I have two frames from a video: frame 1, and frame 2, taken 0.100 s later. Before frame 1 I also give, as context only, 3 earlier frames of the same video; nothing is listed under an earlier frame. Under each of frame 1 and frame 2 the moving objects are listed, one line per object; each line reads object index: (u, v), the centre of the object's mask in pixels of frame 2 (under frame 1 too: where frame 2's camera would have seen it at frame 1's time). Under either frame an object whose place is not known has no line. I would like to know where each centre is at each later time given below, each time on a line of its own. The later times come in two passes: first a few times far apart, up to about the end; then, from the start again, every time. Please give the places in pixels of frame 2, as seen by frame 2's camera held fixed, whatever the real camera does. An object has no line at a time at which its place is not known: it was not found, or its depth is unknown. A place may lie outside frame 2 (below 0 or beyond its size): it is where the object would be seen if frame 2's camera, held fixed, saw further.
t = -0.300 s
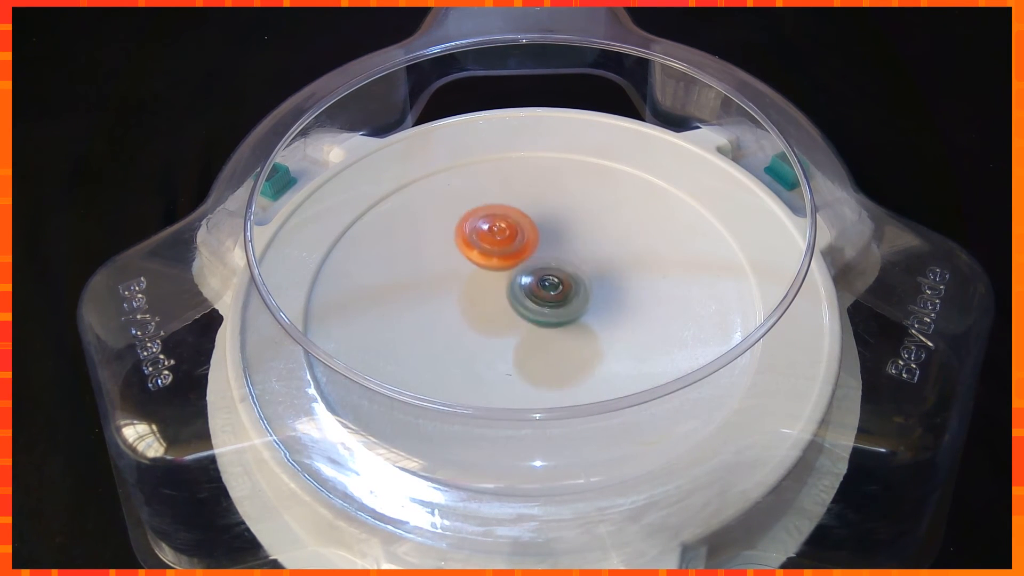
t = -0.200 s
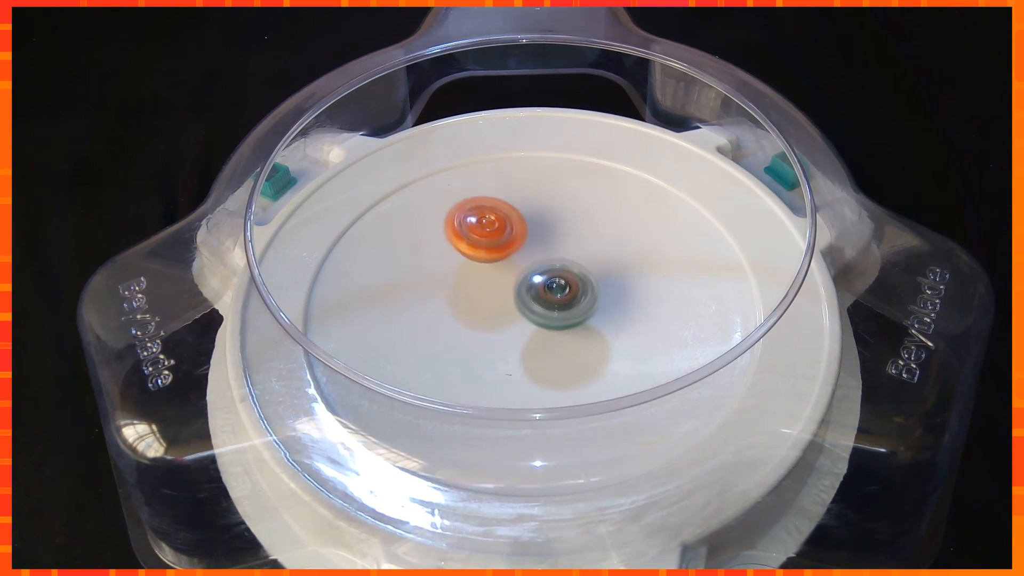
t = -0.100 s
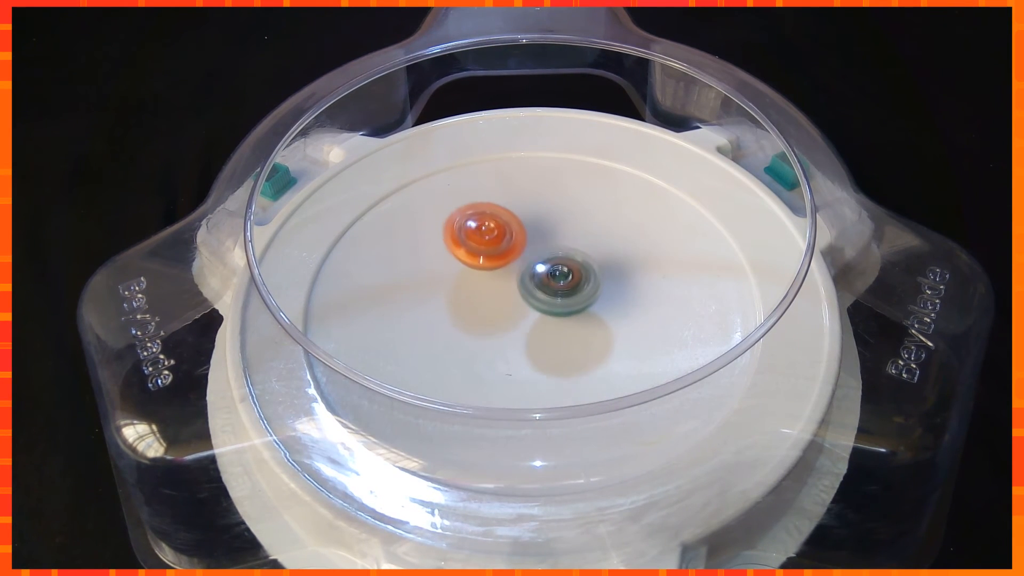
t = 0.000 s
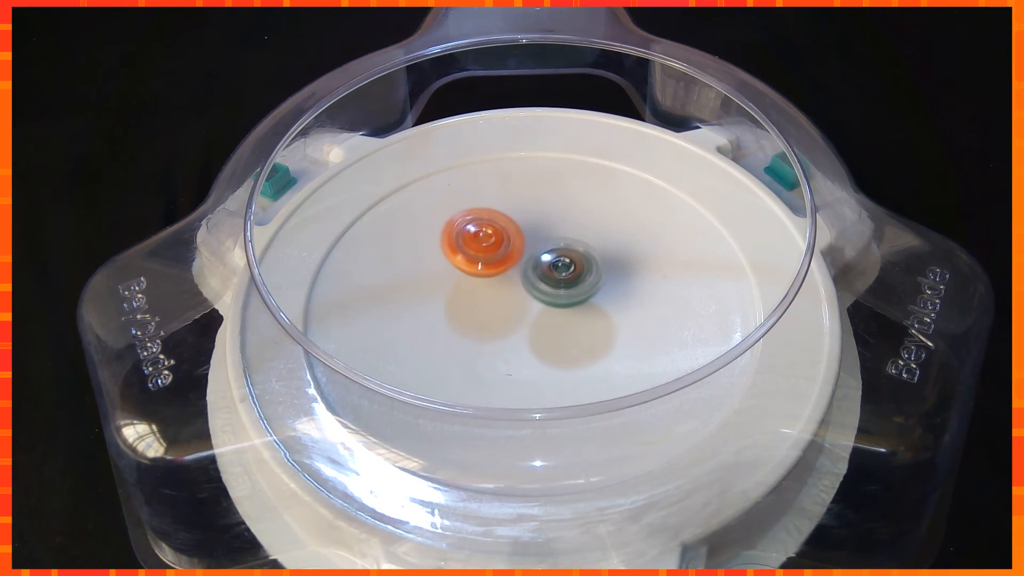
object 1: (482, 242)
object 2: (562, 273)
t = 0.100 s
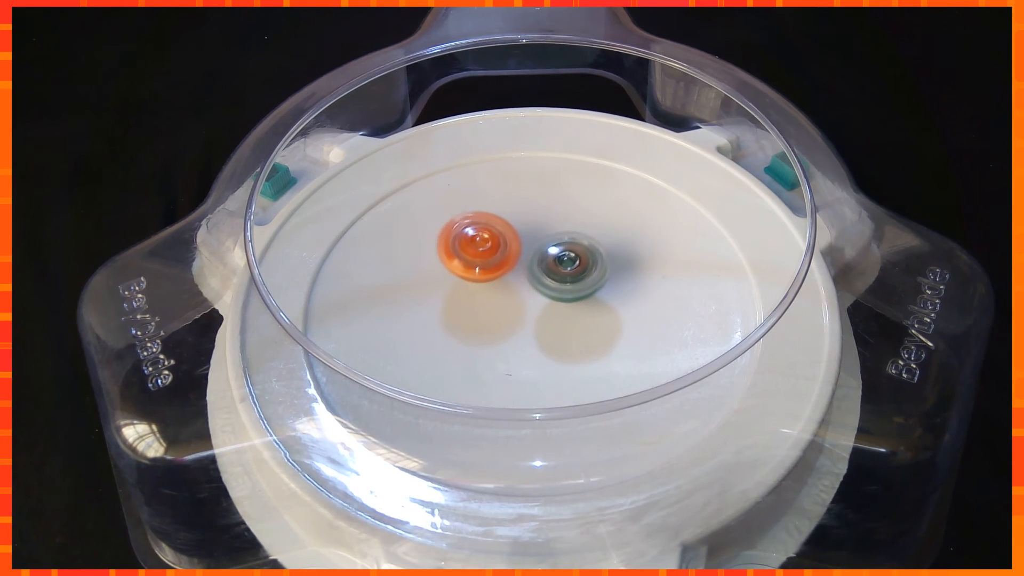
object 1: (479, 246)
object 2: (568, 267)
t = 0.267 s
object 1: (479, 259)
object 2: (569, 261)
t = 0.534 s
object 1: (463, 264)
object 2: (579, 265)
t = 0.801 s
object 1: (460, 267)
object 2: (590, 290)
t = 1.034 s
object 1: (464, 273)
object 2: (587, 307)
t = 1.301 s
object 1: (474, 283)
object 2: (556, 323)
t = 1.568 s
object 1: (469, 271)
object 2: (550, 345)
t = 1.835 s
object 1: (484, 277)
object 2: (523, 342)
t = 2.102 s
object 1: (492, 274)
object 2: (502, 345)
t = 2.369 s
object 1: (513, 264)
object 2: (477, 351)
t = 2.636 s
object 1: (522, 275)
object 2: (479, 347)
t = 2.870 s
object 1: (535, 275)
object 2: (478, 332)
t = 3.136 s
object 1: (567, 262)
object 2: (446, 332)
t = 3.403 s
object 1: (557, 263)
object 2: (452, 318)
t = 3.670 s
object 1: (555, 264)
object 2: (471, 294)
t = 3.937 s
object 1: (589, 258)
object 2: (433, 287)
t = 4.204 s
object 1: (575, 262)
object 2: (461, 288)
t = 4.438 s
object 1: (573, 266)
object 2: (487, 289)
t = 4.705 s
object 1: (571, 263)
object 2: (493, 301)
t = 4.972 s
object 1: (567, 258)
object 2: (495, 318)
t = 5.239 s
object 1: (556, 255)
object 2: (509, 323)
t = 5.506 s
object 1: (549, 246)
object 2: (516, 319)
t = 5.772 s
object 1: (545, 239)
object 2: (508, 322)
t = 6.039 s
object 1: (539, 242)
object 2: (500, 312)
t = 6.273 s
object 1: (537, 244)
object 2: (492, 305)
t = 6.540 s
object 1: (532, 246)
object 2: (480, 312)
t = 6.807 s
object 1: (530, 240)
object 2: (478, 319)
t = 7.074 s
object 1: (529, 236)
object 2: (483, 333)
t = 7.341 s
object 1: (521, 241)
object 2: (508, 325)
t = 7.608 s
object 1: (514, 242)
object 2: (530, 309)
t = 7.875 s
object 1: (504, 236)
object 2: (554, 316)
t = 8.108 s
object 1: (500, 237)
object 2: (562, 321)
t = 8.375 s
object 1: (496, 244)
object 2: (548, 313)
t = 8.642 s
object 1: (487, 241)
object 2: (527, 304)
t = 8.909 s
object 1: (476, 229)
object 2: (515, 308)
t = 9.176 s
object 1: (472, 239)
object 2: (507, 306)
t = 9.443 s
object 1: (482, 237)
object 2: (509, 343)
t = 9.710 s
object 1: (489, 225)
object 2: (526, 385)
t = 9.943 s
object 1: (482, 230)
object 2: (531, 381)
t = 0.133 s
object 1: (478, 249)
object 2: (569, 266)
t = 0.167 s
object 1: (477, 251)
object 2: (570, 264)
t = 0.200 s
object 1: (478, 254)
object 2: (571, 262)
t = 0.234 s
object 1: (478, 256)
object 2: (570, 261)
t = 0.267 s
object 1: (479, 259)
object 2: (569, 261)
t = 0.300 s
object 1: (479, 261)
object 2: (568, 260)
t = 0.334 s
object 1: (475, 262)
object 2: (572, 261)
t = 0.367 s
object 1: (466, 262)
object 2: (578, 262)
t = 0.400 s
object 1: (461, 262)
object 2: (580, 263)
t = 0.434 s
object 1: (459, 262)
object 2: (581, 263)
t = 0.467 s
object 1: (459, 263)
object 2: (580, 263)
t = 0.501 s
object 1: (460, 263)
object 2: (580, 264)
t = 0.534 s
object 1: (463, 264)
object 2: (579, 265)
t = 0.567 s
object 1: (466, 265)
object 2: (578, 266)
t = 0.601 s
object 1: (469, 267)
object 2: (577, 268)
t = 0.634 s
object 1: (473, 268)
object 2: (575, 269)
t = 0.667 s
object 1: (477, 270)
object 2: (573, 271)
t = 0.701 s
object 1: (480, 271)
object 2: (571, 274)
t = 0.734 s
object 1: (478, 271)
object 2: (575, 280)
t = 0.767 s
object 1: (467, 268)
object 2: (586, 285)
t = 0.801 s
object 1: (460, 267)
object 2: (590, 290)
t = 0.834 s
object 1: (457, 266)
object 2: (592, 293)
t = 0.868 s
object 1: (457, 266)
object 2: (593, 296)
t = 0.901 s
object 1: (459, 267)
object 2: (592, 299)
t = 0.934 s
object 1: (460, 268)
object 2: (592, 301)
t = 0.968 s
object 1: (461, 270)
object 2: (590, 303)
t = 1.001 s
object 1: (463, 271)
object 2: (589, 305)
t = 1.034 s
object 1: (464, 273)
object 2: (587, 307)
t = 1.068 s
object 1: (465, 274)
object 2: (585, 309)
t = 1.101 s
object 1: (467, 276)
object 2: (581, 311)
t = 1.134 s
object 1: (467, 277)
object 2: (577, 314)
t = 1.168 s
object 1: (469, 279)
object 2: (573, 316)
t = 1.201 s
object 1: (470, 280)
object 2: (569, 318)
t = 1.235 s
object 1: (471, 281)
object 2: (565, 320)
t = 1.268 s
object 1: (473, 282)
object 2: (560, 322)
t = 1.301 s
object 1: (474, 283)
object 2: (556, 323)
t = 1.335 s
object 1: (475, 284)
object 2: (552, 325)
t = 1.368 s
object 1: (469, 278)
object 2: (555, 332)
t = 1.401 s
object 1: (464, 273)
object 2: (558, 337)
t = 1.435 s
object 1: (462, 270)
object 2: (558, 340)
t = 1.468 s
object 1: (463, 269)
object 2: (557, 342)
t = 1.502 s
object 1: (464, 269)
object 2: (555, 343)
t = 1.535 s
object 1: (467, 270)
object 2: (553, 345)
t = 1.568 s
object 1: (469, 271)
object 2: (550, 345)
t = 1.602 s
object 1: (472, 273)
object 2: (548, 345)
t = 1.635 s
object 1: (474, 274)
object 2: (544, 344)
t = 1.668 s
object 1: (477, 276)
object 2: (541, 343)
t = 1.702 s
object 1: (479, 278)
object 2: (537, 342)
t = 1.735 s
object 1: (481, 280)
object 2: (533, 341)
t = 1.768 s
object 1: (482, 280)
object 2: (530, 341)
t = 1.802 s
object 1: (483, 279)
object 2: (527, 342)
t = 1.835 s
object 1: (484, 277)
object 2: (523, 342)
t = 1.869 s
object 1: (485, 277)
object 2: (520, 342)
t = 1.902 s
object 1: (486, 274)
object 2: (516, 344)
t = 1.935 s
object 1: (487, 272)
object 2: (513, 345)
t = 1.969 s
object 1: (489, 271)
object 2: (511, 346)
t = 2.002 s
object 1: (490, 272)
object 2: (509, 346)
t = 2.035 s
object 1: (491, 272)
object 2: (507, 346)
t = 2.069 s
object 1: (492, 273)
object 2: (505, 346)
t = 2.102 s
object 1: (492, 274)
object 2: (502, 345)
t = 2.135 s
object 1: (493, 274)
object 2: (500, 343)
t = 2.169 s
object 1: (494, 273)
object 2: (498, 343)
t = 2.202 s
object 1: (496, 272)
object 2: (496, 342)
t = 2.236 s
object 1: (498, 272)
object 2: (491, 342)
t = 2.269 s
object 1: (501, 271)
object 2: (488, 341)
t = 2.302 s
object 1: (506, 267)
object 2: (482, 346)
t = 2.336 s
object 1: (510, 264)
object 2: (479, 349)
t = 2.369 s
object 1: (513, 264)
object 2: (477, 351)
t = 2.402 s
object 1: (515, 265)
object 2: (476, 353)
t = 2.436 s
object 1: (516, 266)
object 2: (475, 353)
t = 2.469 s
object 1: (517, 267)
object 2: (475, 354)
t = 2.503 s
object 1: (518, 269)
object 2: (475, 353)
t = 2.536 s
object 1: (519, 270)
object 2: (475, 353)
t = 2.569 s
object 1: (520, 271)
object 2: (477, 351)
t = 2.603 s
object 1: (521, 273)
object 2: (478, 349)
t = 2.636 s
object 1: (522, 275)
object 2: (479, 347)
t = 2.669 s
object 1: (522, 276)
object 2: (481, 344)
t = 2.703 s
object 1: (523, 278)
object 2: (481, 341)
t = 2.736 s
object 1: (526, 276)
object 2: (479, 341)
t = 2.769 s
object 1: (529, 275)
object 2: (479, 339)
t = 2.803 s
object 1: (530, 276)
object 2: (479, 337)
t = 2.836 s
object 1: (531, 277)
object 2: (480, 334)
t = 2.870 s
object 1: (535, 275)
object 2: (478, 332)
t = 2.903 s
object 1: (536, 275)
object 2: (478, 330)
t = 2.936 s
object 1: (537, 276)
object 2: (477, 328)
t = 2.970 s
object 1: (539, 276)
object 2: (476, 326)
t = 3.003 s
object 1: (550, 270)
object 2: (463, 330)
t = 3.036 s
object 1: (560, 265)
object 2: (454, 331)
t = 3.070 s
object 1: (565, 262)
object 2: (450, 332)
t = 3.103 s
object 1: (567, 262)
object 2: (448, 332)
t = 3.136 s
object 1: (567, 262)
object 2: (446, 332)
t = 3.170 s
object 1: (566, 262)
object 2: (445, 331)
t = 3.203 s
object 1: (564, 262)
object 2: (444, 330)
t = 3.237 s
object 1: (563, 262)
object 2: (444, 329)
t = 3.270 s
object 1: (562, 262)
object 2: (445, 327)
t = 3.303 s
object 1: (561, 262)
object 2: (446, 325)
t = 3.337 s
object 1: (559, 263)
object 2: (447, 323)
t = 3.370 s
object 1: (558, 263)
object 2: (449, 321)
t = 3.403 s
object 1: (557, 263)
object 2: (452, 318)
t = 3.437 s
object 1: (555, 264)
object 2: (455, 315)
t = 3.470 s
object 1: (554, 264)
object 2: (458, 312)
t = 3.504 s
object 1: (553, 264)
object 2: (462, 309)
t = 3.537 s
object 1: (551, 265)
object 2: (466, 305)
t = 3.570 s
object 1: (549, 265)
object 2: (470, 301)
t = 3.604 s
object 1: (552, 264)
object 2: (470, 299)
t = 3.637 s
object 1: (556, 264)
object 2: (469, 296)
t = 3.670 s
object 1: (555, 264)
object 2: (471, 294)
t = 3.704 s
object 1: (556, 264)
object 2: (472, 291)
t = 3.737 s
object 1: (572, 261)
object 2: (453, 289)
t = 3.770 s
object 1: (586, 258)
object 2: (441, 287)
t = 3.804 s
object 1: (592, 258)
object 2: (436, 286)
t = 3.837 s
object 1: (593, 259)
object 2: (434, 286)
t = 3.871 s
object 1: (592, 258)
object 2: (433, 286)
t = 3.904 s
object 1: (591, 258)
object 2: (432, 286)
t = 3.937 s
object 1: (589, 258)
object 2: (433, 287)
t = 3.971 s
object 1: (587, 259)
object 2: (434, 287)
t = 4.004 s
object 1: (585, 259)
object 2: (436, 288)
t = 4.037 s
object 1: (583, 260)
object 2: (439, 288)
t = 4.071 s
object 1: (581, 260)
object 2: (442, 288)
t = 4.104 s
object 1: (580, 261)
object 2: (446, 288)
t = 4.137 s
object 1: (578, 261)
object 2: (450, 288)
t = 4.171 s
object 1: (576, 262)
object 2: (455, 288)
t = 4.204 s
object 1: (575, 262)
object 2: (461, 288)
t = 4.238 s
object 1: (573, 263)
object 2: (466, 288)
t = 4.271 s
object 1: (571, 263)
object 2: (472, 288)
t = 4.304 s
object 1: (569, 264)
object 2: (478, 288)
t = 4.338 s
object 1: (568, 264)
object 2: (484, 287)
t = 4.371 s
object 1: (572, 264)
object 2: (483, 288)
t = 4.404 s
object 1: (574, 265)
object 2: (484, 288)
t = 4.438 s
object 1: (573, 266)
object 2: (487, 289)
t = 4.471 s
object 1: (578, 265)
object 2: (484, 290)
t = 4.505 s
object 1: (580, 265)
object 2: (483, 291)
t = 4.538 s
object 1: (578, 265)
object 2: (484, 293)
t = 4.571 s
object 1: (576, 265)
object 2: (485, 295)
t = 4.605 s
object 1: (575, 264)
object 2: (487, 296)
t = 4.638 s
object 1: (574, 264)
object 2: (489, 298)
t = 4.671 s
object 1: (572, 264)
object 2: (491, 299)
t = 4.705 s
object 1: (571, 263)
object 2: (493, 301)
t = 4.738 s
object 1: (570, 263)
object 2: (495, 302)
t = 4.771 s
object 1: (573, 261)
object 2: (492, 305)
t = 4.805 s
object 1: (573, 261)
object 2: (491, 307)
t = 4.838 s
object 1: (572, 261)
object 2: (492, 310)
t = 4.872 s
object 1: (571, 260)
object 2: (492, 312)
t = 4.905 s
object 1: (570, 259)
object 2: (493, 314)
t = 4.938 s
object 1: (568, 258)
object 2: (494, 316)
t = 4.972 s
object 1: (567, 258)
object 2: (495, 318)
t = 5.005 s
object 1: (566, 258)
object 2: (496, 319)
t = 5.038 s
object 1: (564, 257)
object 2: (497, 321)
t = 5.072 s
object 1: (563, 257)
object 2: (499, 322)
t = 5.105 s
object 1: (562, 256)
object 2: (500, 323)
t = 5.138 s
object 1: (560, 256)
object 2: (502, 323)
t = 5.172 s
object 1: (559, 256)
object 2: (505, 324)
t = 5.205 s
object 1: (557, 255)
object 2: (507, 323)
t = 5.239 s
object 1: (556, 255)
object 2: (509, 323)
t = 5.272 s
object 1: (555, 255)
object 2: (511, 322)
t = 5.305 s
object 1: (553, 254)
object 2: (513, 321)
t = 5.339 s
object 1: (551, 254)
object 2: (515, 319)
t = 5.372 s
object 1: (550, 254)
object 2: (517, 318)
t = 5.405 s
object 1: (549, 252)
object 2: (518, 317)
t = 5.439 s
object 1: (549, 251)
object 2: (518, 317)
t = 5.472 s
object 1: (548, 251)
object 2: (519, 316)
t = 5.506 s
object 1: (549, 246)
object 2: (516, 319)
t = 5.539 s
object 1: (551, 243)
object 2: (514, 320)
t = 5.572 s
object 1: (551, 243)
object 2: (513, 322)
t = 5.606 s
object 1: (549, 242)
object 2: (512, 322)
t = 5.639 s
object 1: (549, 242)
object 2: (511, 323)
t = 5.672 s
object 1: (548, 241)
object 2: (510, 323)
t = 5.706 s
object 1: (547, 240)
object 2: (510, 323)
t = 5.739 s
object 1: (546, 240)
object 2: (509, 323)
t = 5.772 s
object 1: (545, 239)
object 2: (508, 322)
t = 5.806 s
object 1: (545, 239)
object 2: (507, 322)
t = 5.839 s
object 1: (544, 239)
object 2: (506, 321)
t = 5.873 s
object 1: (543, 239)
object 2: (505, 320)
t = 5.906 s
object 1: (542, 239)
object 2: (504, 318)
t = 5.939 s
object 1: (541, 240)
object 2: (503, 317)
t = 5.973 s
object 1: (541, 240)
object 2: (502, 315)
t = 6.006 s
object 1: (540, 241)
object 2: (501, 313)
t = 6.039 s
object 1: (539, 242)
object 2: (500, 312)
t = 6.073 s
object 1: (538, 242)
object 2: (500, 309)
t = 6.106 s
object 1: (536, 243)
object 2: (500, 307)
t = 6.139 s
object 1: (536, 244)
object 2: (499, 306)
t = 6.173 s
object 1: (538, 242)
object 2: (496, 307)
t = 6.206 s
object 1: (539, 242)
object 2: (494, 307)
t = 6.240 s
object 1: (538, 243)
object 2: (493, 306)
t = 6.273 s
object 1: (537, 244)
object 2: (492, 305)
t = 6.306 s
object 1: (535, 245)
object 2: (492, 305)
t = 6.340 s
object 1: (536, 245)
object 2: (489, 306)
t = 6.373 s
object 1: (538, 244)
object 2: (485, 307)
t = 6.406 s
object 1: (536, 245)
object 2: (484, 309)
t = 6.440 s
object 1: (535, 245)
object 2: (482, 310)
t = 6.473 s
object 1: (534, 246)
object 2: (481, 310)
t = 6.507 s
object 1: (533, 246)
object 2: (480, 311)
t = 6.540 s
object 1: (532, 246)
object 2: (480, 312)
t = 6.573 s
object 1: (530, 247)
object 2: (480, 312)
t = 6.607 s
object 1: (529, 247)
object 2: (480, 312)
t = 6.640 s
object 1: (527, 248)
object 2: (481, 312)
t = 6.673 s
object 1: (526, 248)
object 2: (482, 312)
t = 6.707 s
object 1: (525, 248)
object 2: (484, 311)
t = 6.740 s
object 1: (523, 249)
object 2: (485, 311)
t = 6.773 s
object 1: (524, 247)
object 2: (485, 312)
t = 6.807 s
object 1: (530, 240)
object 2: (478, 319)
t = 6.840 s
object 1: (535, 236)
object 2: (475, 322)
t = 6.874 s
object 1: (537, 235)
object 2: (475, 324)
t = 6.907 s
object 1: (535, 236)
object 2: (476, 326)
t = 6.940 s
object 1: (534, 236)
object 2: (477, 328)
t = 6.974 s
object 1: (533, 236)
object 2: (478, 330)
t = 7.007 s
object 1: (531, 236)
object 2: (479, 331)
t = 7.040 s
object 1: (530, 236)
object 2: (481, 332)
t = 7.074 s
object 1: (529, 236)
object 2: (483, 333)
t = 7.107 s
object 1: (528, 236)
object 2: (486, 333)
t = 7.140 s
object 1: (527, 237)
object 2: (489, 333)
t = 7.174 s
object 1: (526, 237)
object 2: (492, 333)
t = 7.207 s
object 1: (525, 238)
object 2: (495, 332)
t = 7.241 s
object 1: (524, 238)
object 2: (498, 331)
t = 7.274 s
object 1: (523, 239)
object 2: (501, 329)
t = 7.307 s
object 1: (522, 240)
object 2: (505, 327)
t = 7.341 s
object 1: (521, 241)
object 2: (508, 325)
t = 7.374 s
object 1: (520, 241)
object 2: (511, 322)
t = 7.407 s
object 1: (518, 242)
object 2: (514, 320)
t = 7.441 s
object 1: (517, 243)
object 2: (517, 317)
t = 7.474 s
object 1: (516, 243)
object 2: (520, 315)
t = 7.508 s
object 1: (515, 243)
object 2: (523, 311)
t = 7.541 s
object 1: (514, 243)
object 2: (526, 309)
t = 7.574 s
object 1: (514, 243)
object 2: (528, 309)
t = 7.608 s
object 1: (514, 242)
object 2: (530, 309)
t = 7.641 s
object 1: (512, 243)
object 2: (533, 308)
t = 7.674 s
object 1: (511, 243)
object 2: (536, 307)
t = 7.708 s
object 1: (509, 243)
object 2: (539, 306)
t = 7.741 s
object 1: (508, 239)
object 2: (543, 311)
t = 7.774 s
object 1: (507, 236)
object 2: (545, 312)
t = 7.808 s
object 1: (507, 236)
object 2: (548, 314)
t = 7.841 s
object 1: (506, 236)
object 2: (551, 315)
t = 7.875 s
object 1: (504, 236)
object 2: (554, 316)
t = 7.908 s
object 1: (504, 236)
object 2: (556, 317)
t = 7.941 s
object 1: (503, 236)
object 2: (558, 318)
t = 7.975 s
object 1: (502, 236)
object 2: (560, 319)
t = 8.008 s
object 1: (501, 236)
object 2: (561, 320)
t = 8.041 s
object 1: (501, 236)
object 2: (562, 321)
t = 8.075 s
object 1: (500, 236)
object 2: (562, 321)
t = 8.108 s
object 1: (500, 237)
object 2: (562, 321)
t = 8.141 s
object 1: (499, 237)
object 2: (562, 320)
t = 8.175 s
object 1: (499, 238)
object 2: (561, 320)
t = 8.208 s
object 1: (499, 239)
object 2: (559, 319)
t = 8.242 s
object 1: (498, 240)
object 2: (558, 318)
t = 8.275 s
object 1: (498, 241)
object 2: (555, 317)
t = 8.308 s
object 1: (497, 242)
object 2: (553, 316)
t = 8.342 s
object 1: (496, 243)
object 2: (551, 314)
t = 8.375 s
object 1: (496, 244)
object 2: (548, 313)
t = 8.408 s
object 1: (495, 245)
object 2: (545, 311)
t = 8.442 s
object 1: (494, 246)
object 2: (542, 309)
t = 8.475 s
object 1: (493, 247)
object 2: (539, 308)
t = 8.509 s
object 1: (493, 247)
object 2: (536, 306)
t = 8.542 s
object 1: (491, 246)
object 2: (533, 304)
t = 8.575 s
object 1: (491, 246)
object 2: (531, 303)
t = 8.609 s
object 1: (490, 242)
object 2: (529, 304)
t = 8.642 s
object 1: (487, 241)
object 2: (527, 304)
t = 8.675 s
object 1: (485, 240)
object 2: (524, 303)
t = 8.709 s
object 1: (483, 240)
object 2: (522, 302)
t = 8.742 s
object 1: (483, 240)
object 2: (520, 301)
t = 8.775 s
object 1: (481, 236)
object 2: (519, 304)
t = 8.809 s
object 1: (478, 232)
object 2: (518, 306)
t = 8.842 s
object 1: (476, 230)
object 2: (517, 307)
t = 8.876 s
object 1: (475, 229)
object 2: (516, 307)
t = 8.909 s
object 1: (476, 229)
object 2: (515, 308)
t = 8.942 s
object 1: (476, 230)
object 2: (514, 308)
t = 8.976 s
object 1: (475, 231)
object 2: (512, 308)
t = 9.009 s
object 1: (475, 233)
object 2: (511, 308)
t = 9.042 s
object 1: (474, 234)
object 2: (510, 308)
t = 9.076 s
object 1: (474, 236)
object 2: (509, 308)
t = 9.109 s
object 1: (473, 237)
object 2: (508, 307)
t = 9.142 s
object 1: (472, 238)
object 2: (508, 307)
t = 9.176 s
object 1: (472, 239)
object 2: (507, 306)
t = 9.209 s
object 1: (473, 241)
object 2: (506, 306)
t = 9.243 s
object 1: (476, 240)
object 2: (507, 309)
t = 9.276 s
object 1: (478, 241)
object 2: (508, 312)
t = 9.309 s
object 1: (477, 243)
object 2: (508, 313)
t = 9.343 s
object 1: (478, 246)
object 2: (509, 314)
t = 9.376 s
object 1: (479, 250)
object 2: (509, 316)
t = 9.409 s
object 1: (481, 251)
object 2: (510, 323)
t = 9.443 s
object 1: (482, 237)
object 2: (509, 343)
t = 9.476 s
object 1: (485, 226)
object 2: (509, 359)
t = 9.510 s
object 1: (490, 219)
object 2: (510, 371)
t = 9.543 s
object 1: (494, 218)
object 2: (512, 376)
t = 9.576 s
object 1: (495, 219)
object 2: (516, 380)
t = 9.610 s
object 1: (494, 222)
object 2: (519, 382)
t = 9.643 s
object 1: (492, 223)
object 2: (522, 383)
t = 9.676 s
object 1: (490, 224)
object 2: (524, 385)
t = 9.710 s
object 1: (489, 225)
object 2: (526, 385)
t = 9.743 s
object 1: (488, 225)
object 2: (527, 386)
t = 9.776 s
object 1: (486, 226)
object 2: (528, 386)
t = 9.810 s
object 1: (485, 227)
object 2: (529, 386)
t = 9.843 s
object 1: (484, 228)
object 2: (529, 385)
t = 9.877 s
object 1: (483, 228)
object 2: (530, 384)
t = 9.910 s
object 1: (482, 229)
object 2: (531, 383)
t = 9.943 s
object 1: (482, 230)
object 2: (531, 381)
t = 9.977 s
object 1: (481, 232)
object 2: (533, 378)
